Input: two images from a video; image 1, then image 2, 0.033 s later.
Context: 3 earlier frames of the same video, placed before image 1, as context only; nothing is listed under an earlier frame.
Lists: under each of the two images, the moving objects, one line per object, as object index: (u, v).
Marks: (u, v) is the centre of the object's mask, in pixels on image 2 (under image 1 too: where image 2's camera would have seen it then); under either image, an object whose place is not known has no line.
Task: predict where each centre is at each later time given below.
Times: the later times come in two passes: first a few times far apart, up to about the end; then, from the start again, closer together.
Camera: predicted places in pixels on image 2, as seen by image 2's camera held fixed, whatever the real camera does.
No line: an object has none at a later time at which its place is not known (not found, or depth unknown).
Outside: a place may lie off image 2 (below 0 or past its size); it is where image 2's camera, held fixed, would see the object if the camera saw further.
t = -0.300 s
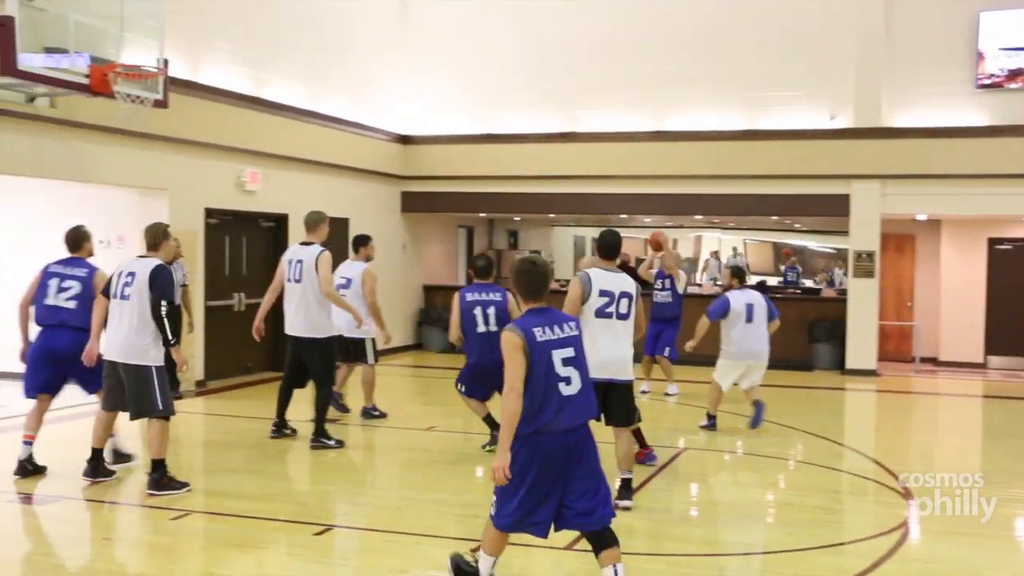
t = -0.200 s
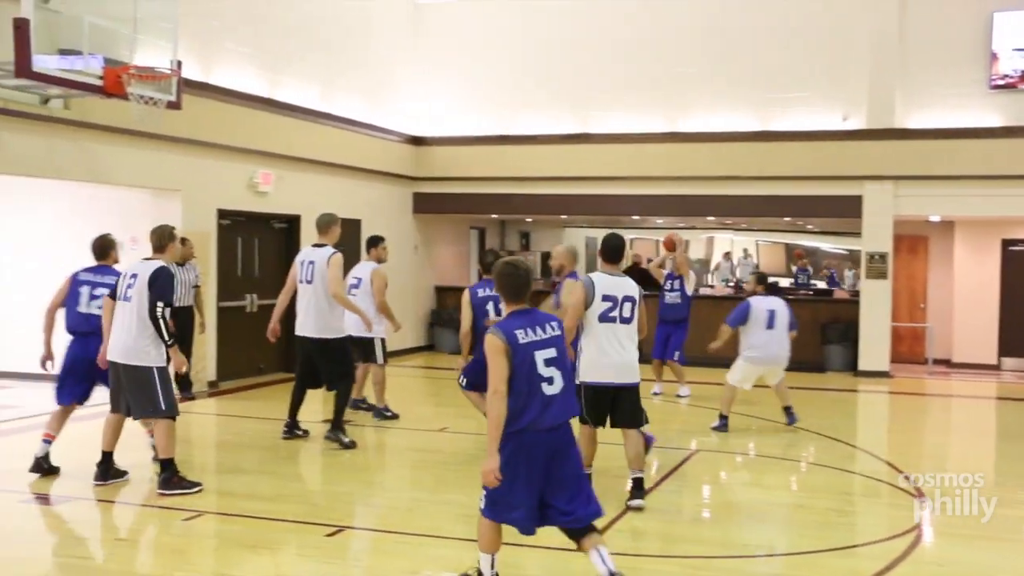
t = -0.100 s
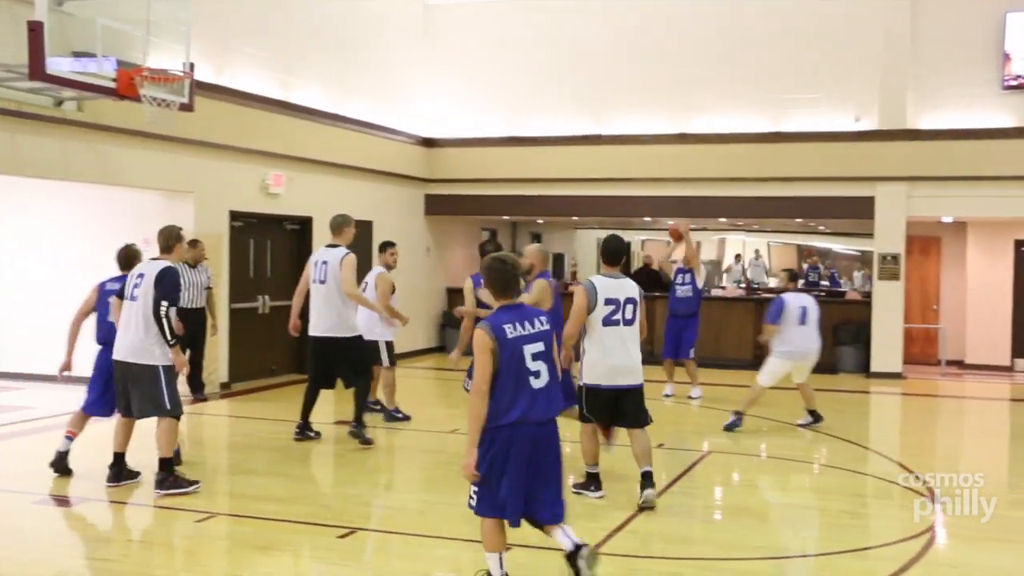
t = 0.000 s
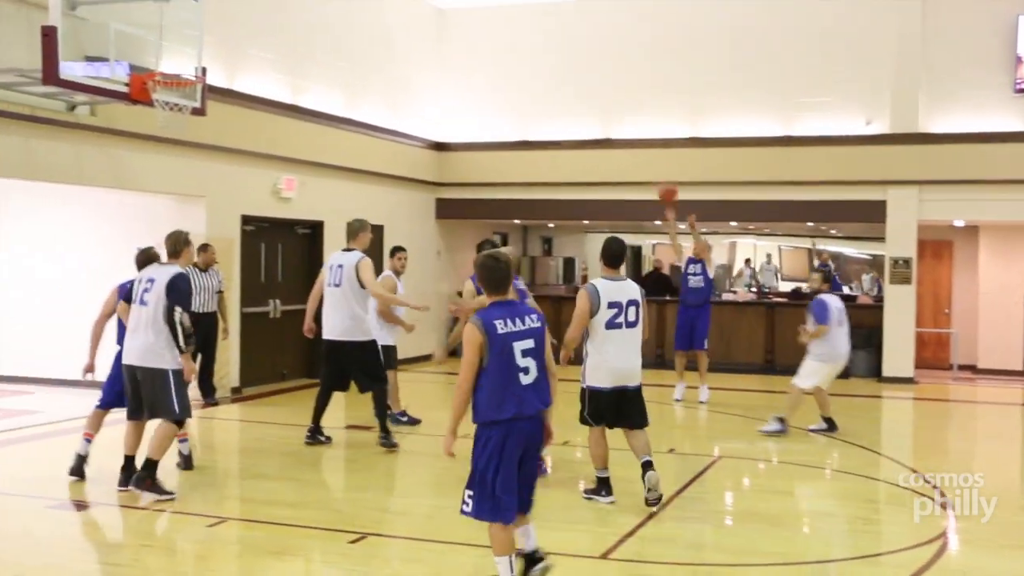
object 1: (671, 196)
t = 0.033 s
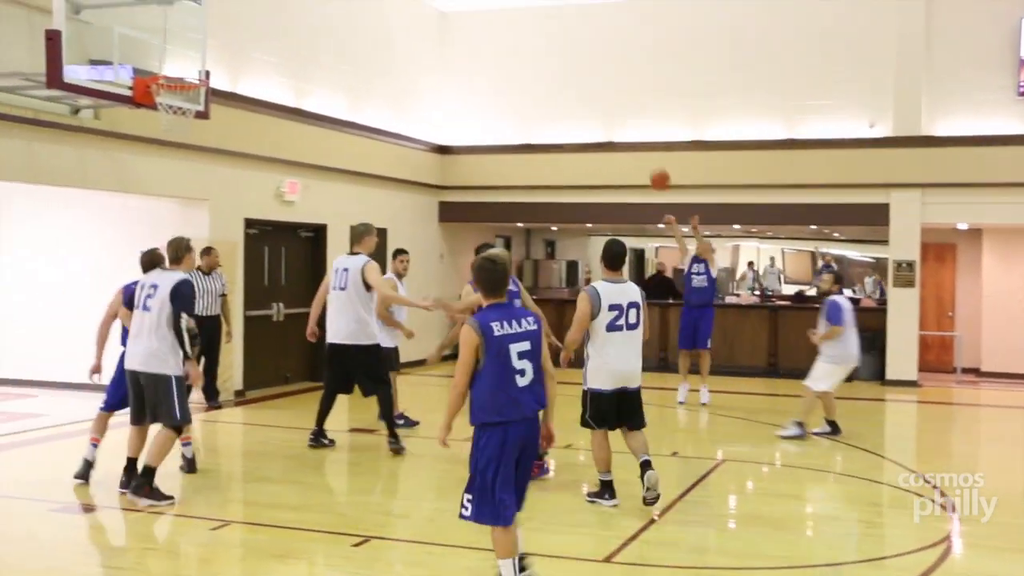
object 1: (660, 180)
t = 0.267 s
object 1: (578, 73)
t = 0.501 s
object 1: (485, 5)
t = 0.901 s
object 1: (296, 1)
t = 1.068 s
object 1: (201, 54)
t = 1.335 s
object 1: (178, 135)
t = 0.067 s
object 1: (649, 162)
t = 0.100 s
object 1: (637, 147)
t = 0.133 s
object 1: (626, 129)
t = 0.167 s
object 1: (614, 115)
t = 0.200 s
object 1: (602, 100)
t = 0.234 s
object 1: (590, 86)
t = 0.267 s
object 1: (578, 73)
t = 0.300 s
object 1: (565, 61)
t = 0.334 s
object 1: (553, 49)
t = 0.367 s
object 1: (539, 39)
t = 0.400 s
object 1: (527, 29)
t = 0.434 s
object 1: (513, 20)
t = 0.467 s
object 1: (500, 12)
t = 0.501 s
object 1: (485, 5)
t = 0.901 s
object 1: (296, 1)
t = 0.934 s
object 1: (277, 9)
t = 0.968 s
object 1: (259, 18)
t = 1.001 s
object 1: (240, 29)
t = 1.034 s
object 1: (221, 41)
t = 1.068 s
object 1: (201, 54)
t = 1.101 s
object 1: (178, 65)
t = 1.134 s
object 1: (169, 89)
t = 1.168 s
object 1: (163, 102)
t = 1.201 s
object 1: (163, 108)
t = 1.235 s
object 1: (166, 117)
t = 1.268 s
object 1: (170, 118)
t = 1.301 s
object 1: (174, 126)
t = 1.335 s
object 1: (178, 135)
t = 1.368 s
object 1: (182, 145)
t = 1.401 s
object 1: (186, 157)
